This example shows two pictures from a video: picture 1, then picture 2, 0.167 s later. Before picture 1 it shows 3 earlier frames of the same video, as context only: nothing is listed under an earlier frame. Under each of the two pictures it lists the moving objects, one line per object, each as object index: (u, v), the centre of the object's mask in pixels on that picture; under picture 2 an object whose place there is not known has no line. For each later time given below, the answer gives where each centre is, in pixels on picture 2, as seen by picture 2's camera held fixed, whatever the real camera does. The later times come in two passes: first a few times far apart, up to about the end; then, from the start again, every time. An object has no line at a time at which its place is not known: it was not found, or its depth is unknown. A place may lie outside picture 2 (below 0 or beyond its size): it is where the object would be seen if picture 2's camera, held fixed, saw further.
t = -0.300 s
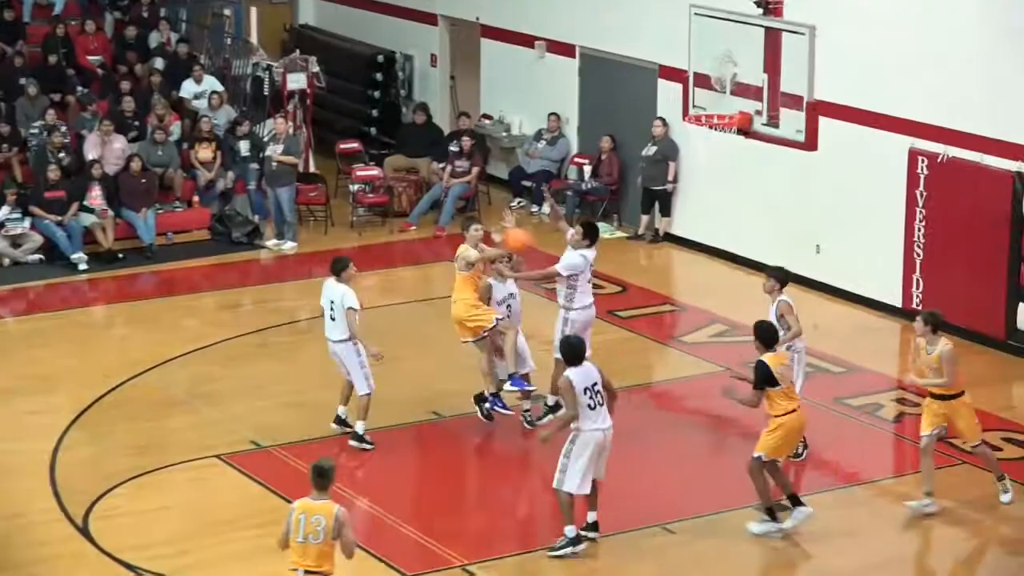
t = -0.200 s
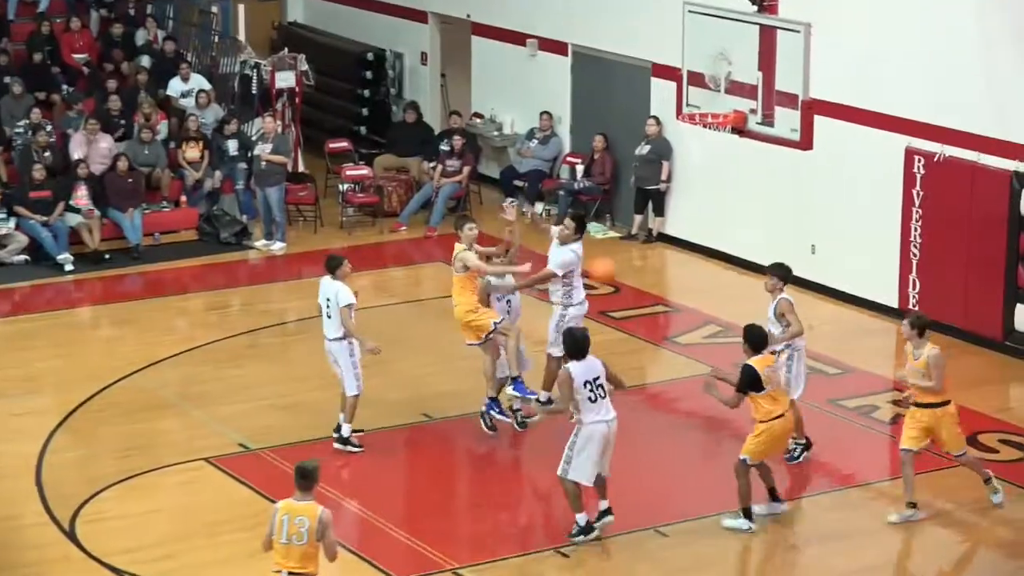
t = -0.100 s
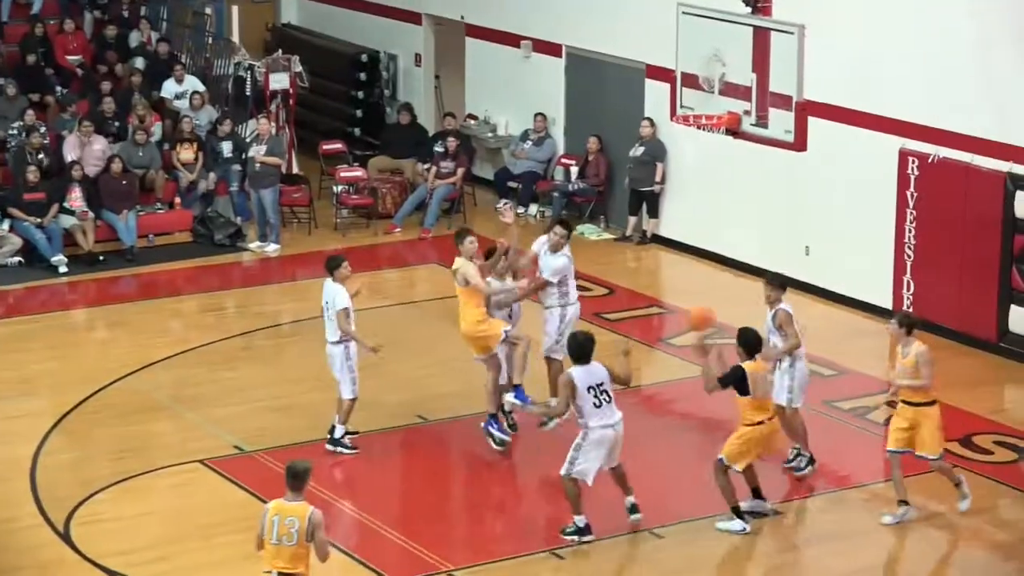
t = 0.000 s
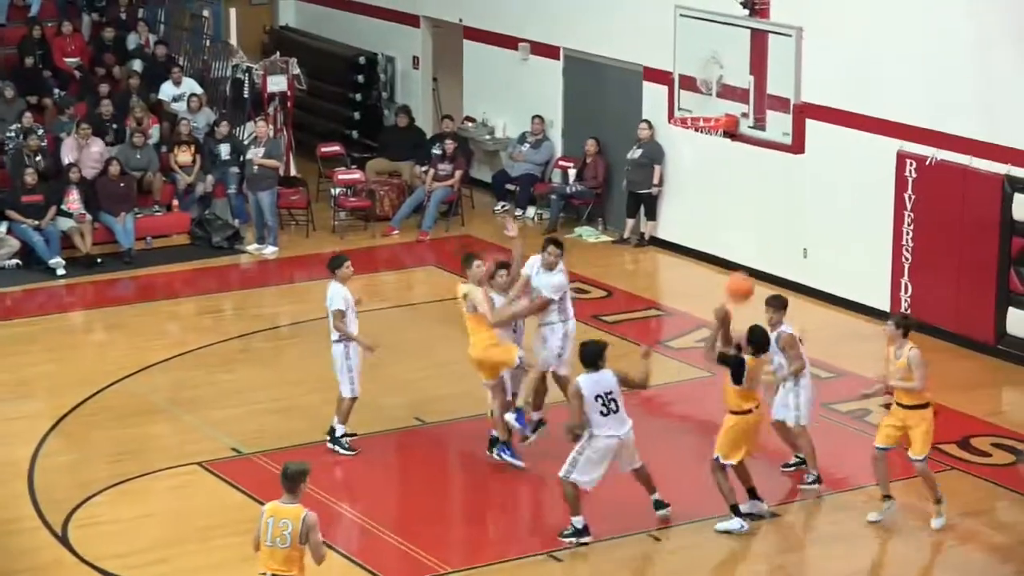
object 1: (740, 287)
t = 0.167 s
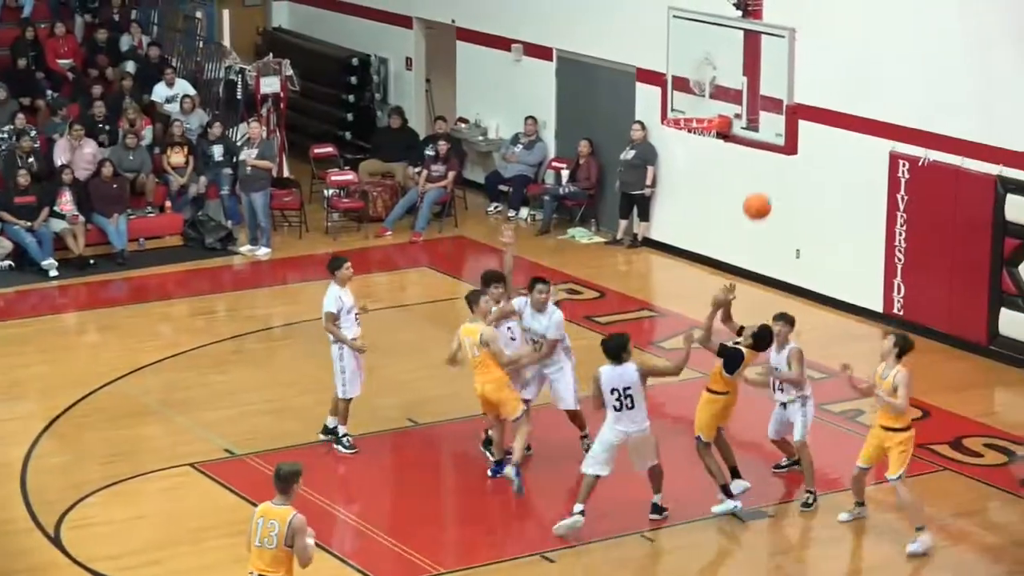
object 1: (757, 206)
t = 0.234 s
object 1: (766, 183)
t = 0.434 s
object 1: (793, 142)
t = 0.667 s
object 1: (823, 153)
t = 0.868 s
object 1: (846, 208)
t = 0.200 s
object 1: (762, 193)
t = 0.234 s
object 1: (766, 183)
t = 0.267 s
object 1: (771, 172)
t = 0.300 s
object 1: (776, 163)
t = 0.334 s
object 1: (780, 156)
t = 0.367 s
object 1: (785, 150)
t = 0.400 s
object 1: (789, 145)
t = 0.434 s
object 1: (793, 142)
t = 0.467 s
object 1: (798, 140)
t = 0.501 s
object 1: (802, 139)
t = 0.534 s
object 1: (806, 139)
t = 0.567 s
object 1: (811, 141)
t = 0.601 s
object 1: (815, 144)
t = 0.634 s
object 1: (819, 148)
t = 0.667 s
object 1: (823, 153)
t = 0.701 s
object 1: (827, 159)
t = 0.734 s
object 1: (831, 167)
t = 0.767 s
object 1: (835, 175)
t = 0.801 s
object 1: (839, 185)
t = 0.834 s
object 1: (842, 196)
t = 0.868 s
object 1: (846, 208)
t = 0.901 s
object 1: (849, 222)
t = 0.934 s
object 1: (853, 236)
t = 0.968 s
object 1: (855, 252)
